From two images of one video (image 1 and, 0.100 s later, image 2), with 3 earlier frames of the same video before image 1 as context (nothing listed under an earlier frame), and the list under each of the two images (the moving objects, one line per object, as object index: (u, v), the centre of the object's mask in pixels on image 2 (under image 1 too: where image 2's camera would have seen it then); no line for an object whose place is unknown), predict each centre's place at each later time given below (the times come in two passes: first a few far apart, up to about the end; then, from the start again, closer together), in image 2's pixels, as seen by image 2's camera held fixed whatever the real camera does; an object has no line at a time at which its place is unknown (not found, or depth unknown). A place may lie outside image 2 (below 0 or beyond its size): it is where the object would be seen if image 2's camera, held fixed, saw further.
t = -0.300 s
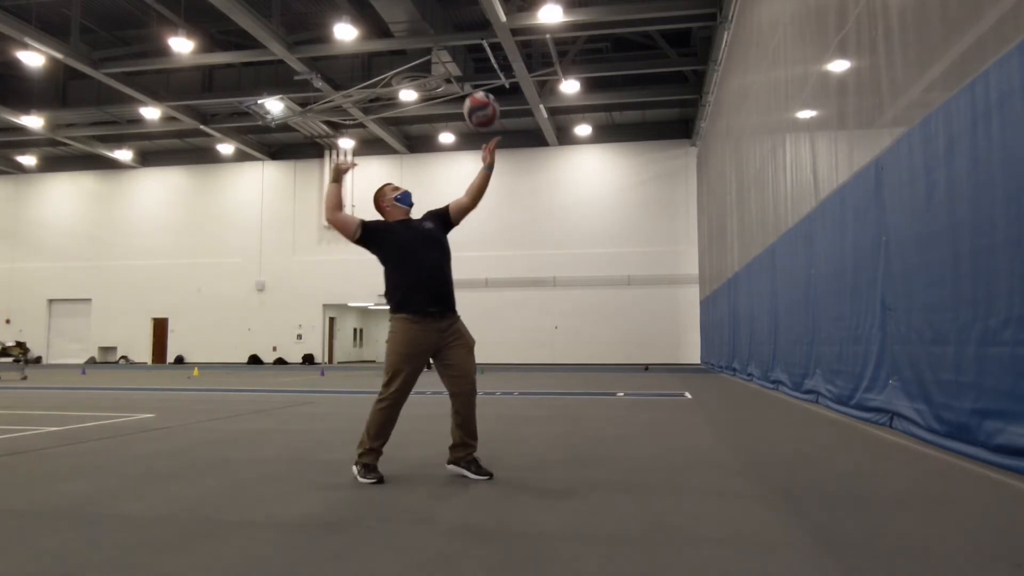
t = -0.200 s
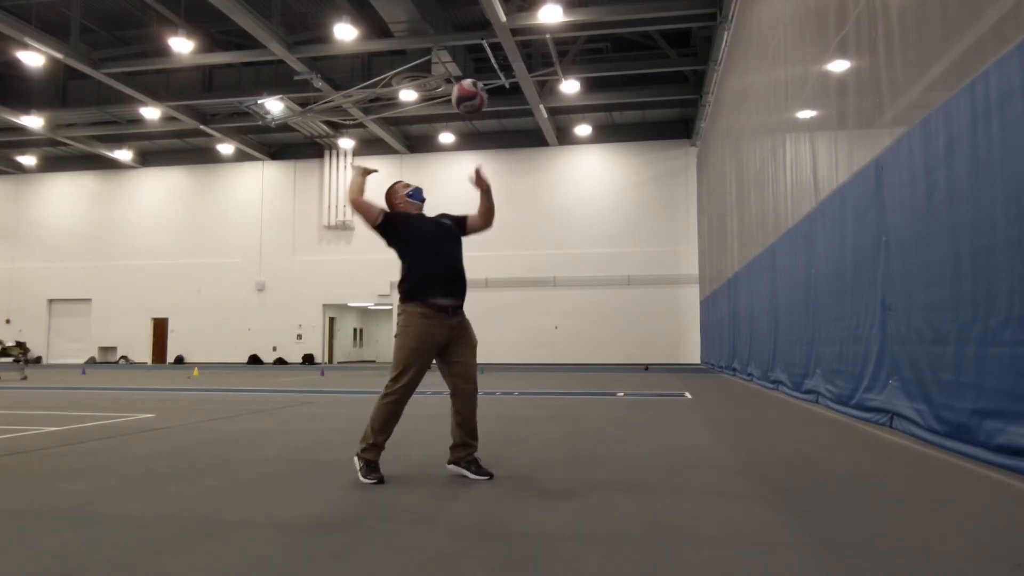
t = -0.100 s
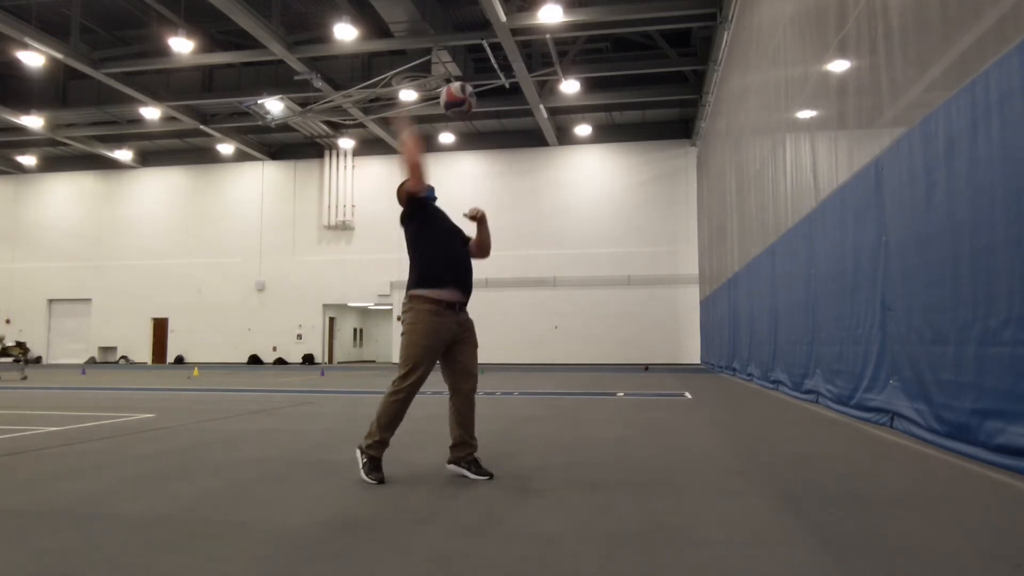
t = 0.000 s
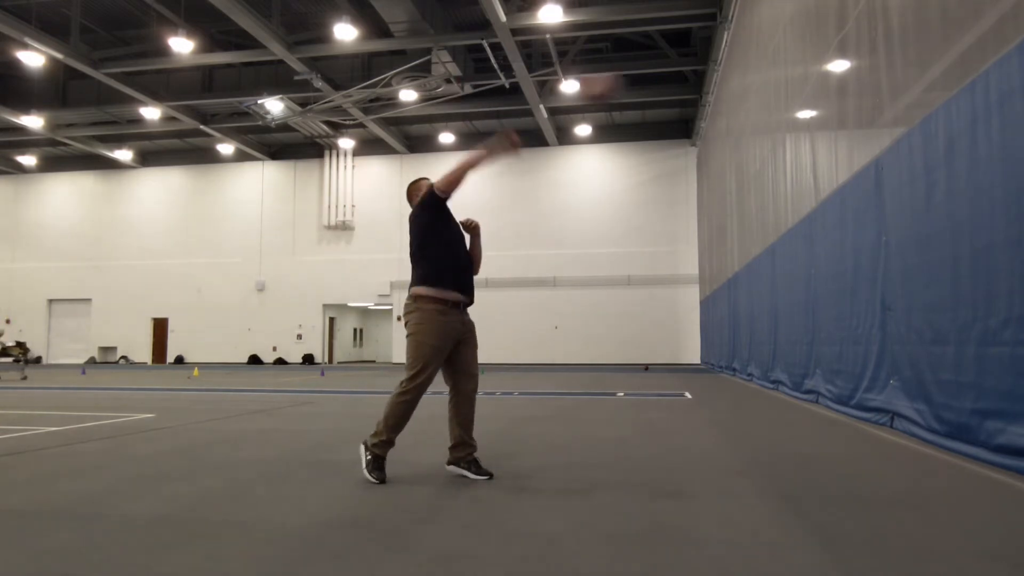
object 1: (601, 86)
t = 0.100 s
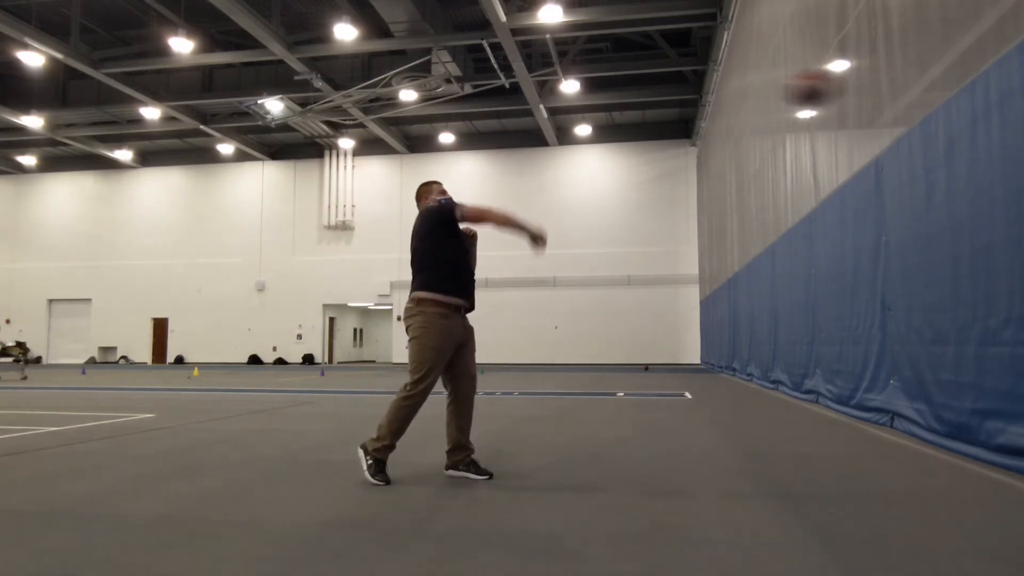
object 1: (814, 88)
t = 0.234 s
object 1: (1018, 110)
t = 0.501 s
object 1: (1005, 221)
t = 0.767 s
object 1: (989, 455)
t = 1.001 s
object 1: (943, 338)
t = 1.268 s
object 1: (895, 280)
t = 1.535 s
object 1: (854, 350)
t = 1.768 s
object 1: (823, 459)
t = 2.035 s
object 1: (777, 366)
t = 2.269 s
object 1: (744, 392)
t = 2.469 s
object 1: (718, 470)
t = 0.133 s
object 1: (885, 90)
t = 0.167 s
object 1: (961, 96)
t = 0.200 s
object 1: (1017, 104)
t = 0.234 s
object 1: (1018, 110)
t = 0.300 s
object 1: (1014, 126)
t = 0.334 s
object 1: (1012, 139)
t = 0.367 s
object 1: (1010, 152)
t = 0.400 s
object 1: (1010, 166)
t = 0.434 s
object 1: (1008, 183)
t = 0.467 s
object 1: (1006, 201)
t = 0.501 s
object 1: (1005, 221)
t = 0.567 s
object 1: (1001, 269)
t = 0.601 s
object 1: (1000, 295)
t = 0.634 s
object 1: (997, 323)
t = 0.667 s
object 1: (994, 353)
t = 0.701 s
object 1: (993, 384)
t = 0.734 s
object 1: (991, 418)
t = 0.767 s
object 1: (989, 455)
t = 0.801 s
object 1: (988, 480)
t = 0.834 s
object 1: (979, 449)
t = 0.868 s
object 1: (972, 422)
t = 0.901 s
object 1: (964, 396)
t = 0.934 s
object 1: (956, 374)
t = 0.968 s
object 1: (949, 355)
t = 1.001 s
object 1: (943, 338)
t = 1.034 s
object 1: (936, 324)
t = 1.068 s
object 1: (929, 312)
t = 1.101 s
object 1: (923, 301)
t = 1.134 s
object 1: (917, 293)
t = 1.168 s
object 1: (911, 287)
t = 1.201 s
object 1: (906, 283)
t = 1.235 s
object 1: (901, 280)
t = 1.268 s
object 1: (895, 280)
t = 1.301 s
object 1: (889, 282)
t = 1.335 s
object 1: (884, 286)
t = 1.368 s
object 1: (879, 292)
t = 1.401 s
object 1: (874, 300)
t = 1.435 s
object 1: (869, 310)
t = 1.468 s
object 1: (864, 321)
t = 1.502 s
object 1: (859, 335)
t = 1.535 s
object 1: (854, 350)
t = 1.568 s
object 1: (850, 368)
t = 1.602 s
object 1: (846, 387)
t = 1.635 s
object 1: (841, 408)
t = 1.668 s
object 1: (837, 431)
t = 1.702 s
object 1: (833, 456)
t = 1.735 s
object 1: (830, 480)
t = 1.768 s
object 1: (823, 459)
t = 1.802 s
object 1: (817, 439)
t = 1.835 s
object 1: (811, 422)
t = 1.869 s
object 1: (805, 407)
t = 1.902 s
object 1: (799, 394)
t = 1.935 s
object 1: (793, 384)
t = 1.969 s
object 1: (788, 376)
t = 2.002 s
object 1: (783, 370)
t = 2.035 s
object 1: (777, 366)
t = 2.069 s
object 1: (772, 364)
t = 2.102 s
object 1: (767, 364)
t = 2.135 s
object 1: (763, 366)
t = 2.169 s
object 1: (758, 370)
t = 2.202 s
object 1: (754, 375)
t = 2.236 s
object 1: (749, 383)
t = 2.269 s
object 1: (744, 392)
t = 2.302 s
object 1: (740, 404)
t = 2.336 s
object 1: (735, 417)
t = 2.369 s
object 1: (731, 432)
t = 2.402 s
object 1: (727, 450)
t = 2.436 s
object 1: (723, 469)
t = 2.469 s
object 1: (718, 470)
